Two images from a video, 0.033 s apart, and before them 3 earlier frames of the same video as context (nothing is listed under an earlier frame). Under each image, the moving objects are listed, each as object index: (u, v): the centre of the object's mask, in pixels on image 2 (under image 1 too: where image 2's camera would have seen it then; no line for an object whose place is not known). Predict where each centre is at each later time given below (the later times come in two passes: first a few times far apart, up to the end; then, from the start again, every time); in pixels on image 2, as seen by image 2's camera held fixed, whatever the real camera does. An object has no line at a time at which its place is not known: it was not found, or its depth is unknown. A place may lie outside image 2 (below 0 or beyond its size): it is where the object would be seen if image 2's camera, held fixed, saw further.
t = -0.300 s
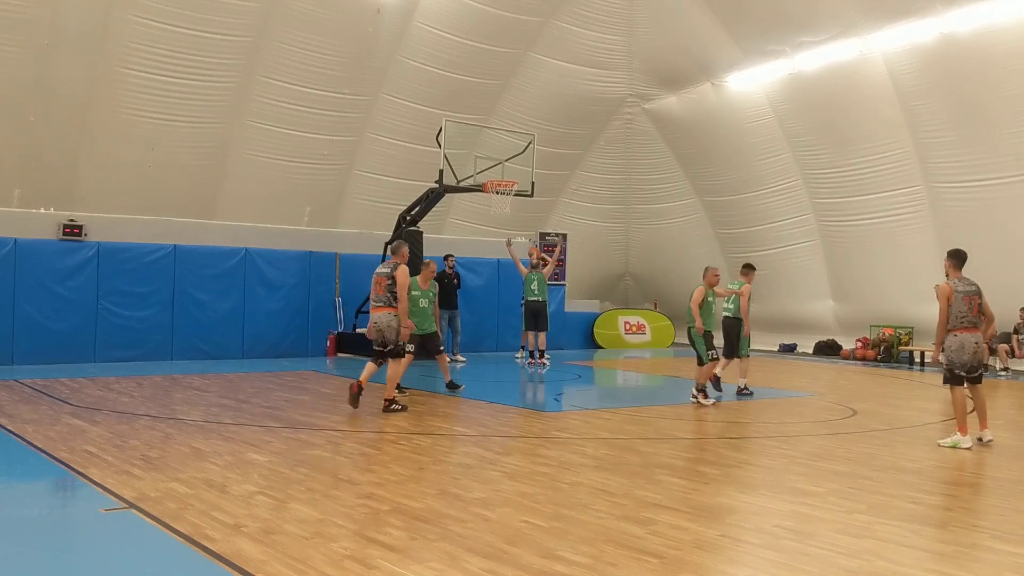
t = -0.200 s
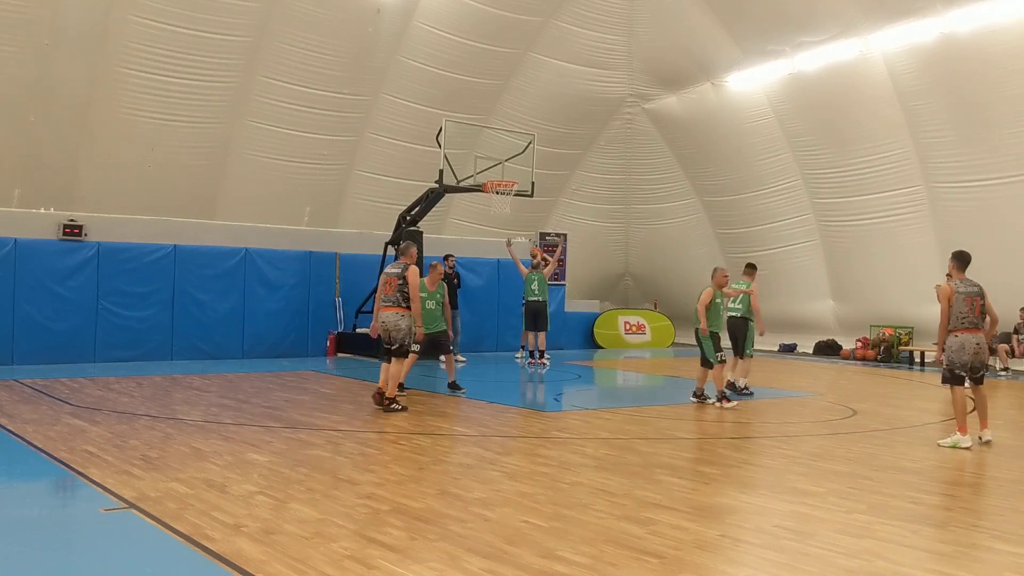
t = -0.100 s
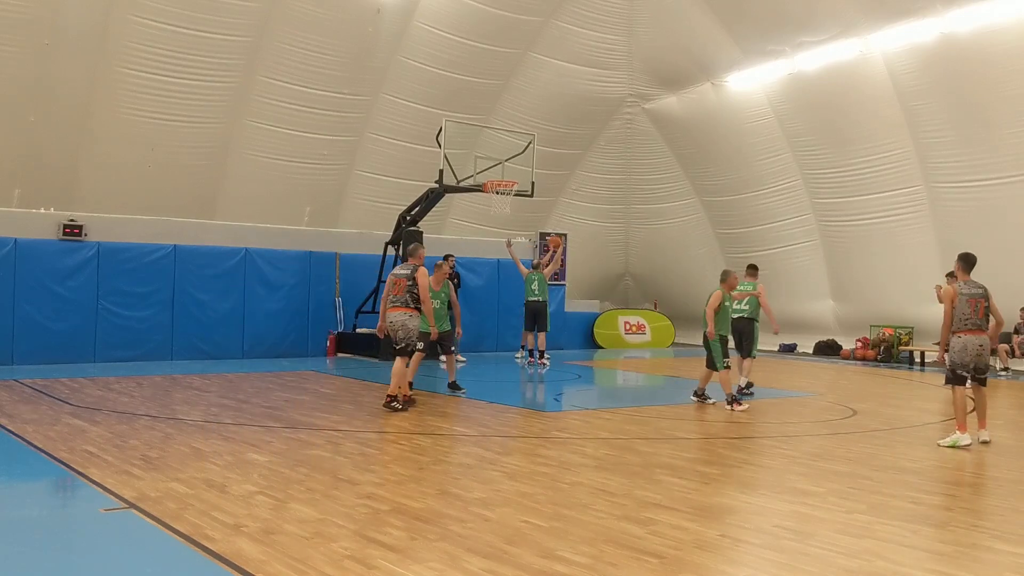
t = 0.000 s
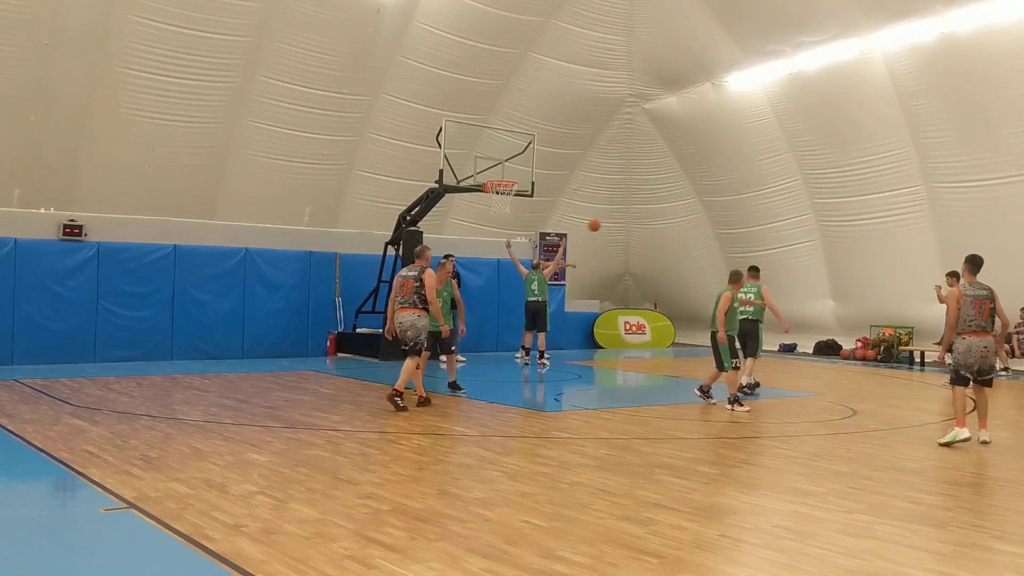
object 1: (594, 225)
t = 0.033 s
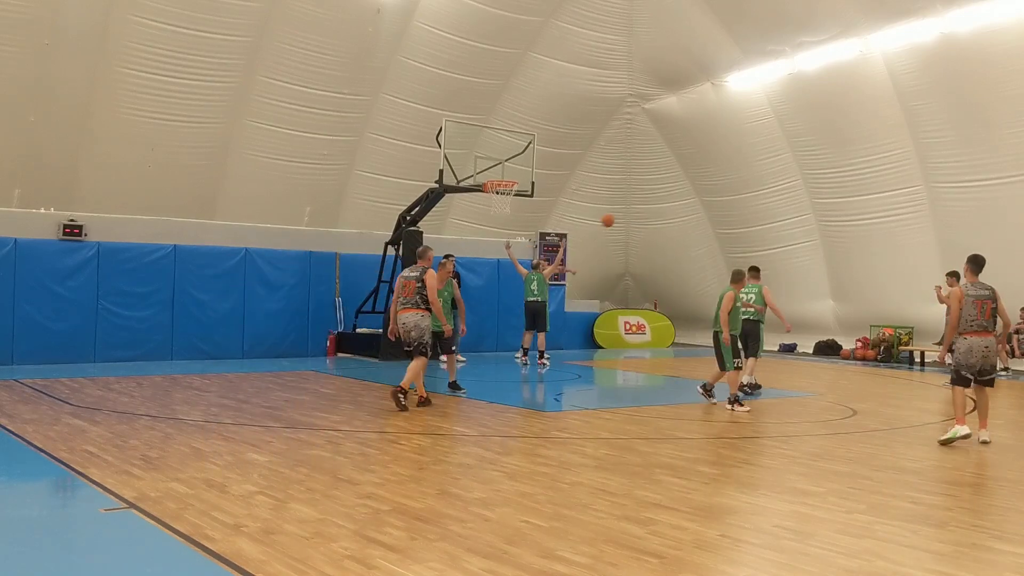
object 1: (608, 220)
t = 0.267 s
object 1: (708, 205)
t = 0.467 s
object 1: (802, 215)
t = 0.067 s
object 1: (621, 217)
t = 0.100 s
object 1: (635, 213)
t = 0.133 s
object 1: (649, 211)
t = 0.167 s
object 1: (664, 209)
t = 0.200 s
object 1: (678, 207)
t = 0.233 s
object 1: (693, 206)
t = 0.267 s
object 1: (708, 205)
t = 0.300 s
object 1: (723, 205)
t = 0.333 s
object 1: (739, 206)
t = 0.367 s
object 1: (754, 207)
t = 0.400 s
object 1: (770, 210)
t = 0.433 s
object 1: (786, 212)
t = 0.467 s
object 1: (802, 215)
